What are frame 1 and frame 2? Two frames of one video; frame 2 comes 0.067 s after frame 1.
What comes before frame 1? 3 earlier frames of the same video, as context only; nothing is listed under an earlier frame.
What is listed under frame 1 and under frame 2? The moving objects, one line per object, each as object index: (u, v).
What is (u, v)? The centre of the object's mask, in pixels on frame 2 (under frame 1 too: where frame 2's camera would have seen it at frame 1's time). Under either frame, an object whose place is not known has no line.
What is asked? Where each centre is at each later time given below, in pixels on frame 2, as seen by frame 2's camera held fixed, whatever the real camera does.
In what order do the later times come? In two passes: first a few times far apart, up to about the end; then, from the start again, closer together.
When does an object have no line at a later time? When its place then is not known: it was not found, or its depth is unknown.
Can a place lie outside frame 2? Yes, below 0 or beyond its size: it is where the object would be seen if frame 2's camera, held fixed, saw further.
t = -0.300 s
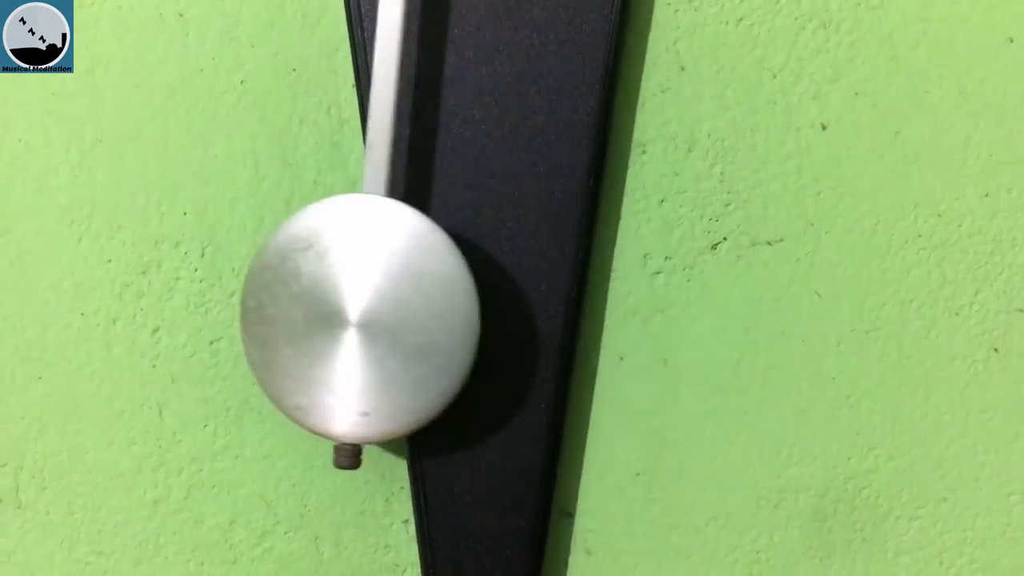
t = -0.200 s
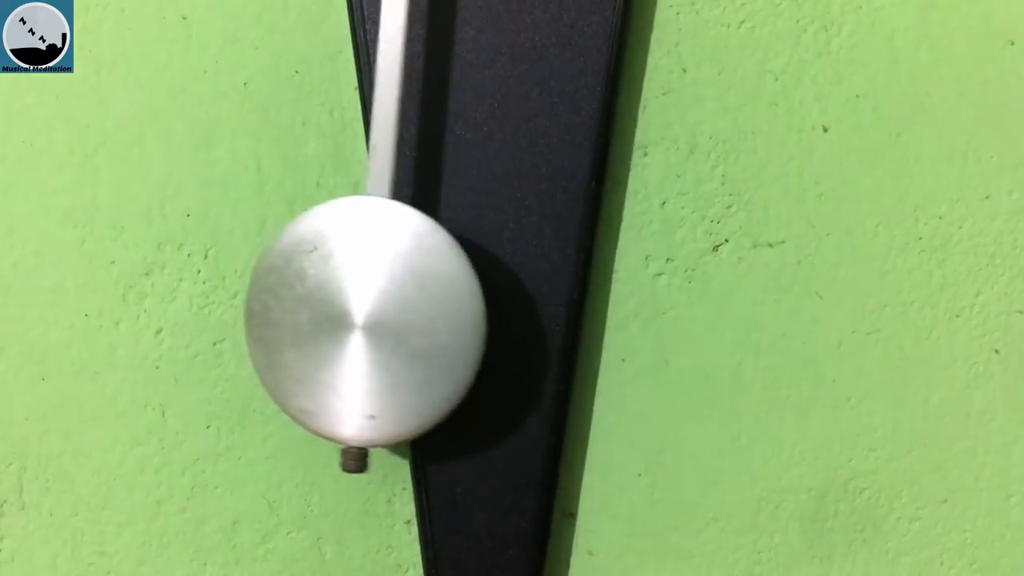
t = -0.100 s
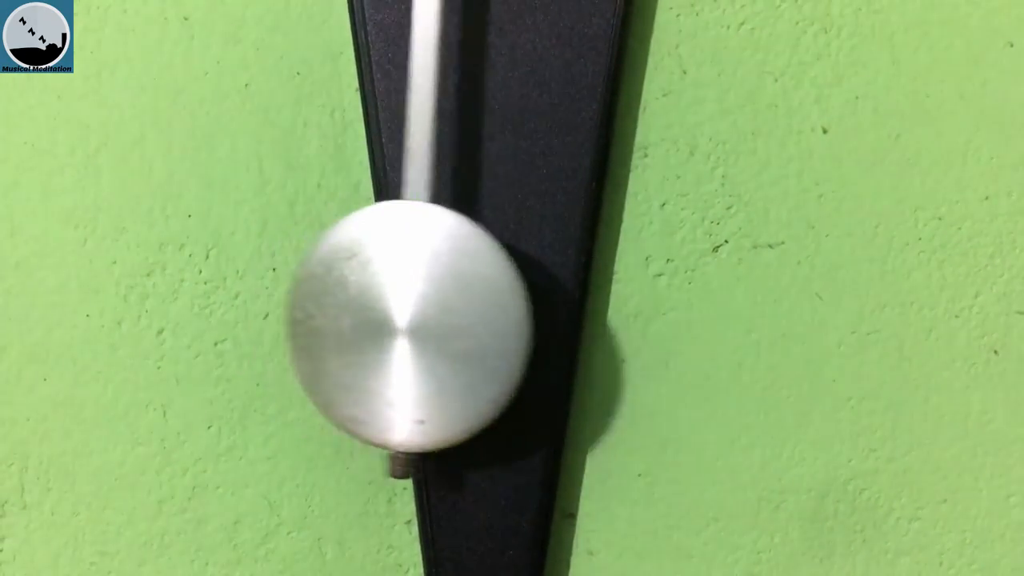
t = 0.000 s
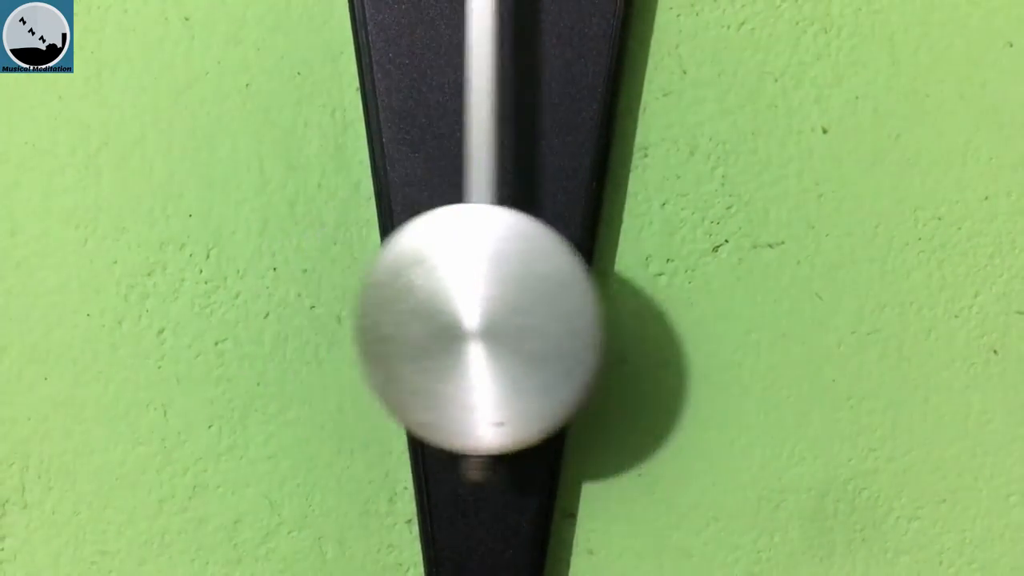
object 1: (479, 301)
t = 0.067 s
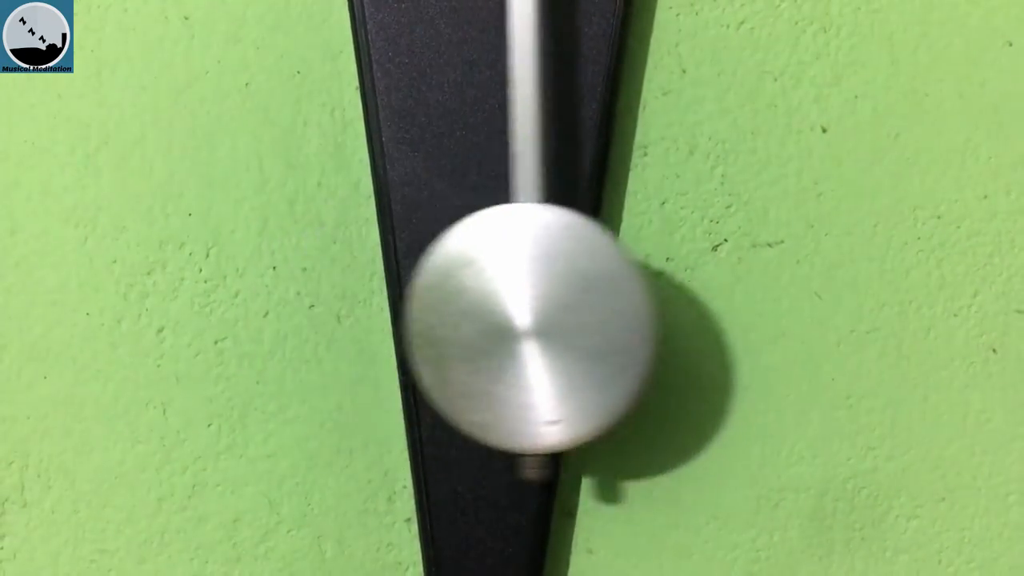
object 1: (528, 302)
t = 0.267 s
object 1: (642, 299)
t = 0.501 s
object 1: (590, 299)
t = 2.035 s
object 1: (373, 301)
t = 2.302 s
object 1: (450, 303)
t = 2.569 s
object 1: (623, 301)
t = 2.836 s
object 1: (597, 300)
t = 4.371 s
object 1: (388, 299)
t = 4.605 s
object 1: (427, 299)
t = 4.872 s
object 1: (591, 299)
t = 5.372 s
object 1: (474, 301)
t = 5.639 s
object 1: (378, 302)
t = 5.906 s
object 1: (501, 301)
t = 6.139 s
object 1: (625, 302)
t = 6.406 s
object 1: (567, 303)
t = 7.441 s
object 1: (628, 301)
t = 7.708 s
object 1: (489, 300)
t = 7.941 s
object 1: (380, 302)
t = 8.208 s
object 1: (467, 302)
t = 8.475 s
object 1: (621, 298)
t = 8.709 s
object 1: (597, 301)
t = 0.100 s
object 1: (554, 299)
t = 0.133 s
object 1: (577, 300)
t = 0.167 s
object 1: (598, 300)
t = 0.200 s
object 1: (616, 299)
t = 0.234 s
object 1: (631, 299)
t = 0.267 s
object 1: (642, 299)
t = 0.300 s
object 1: (648, 299)
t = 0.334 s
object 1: (649, 299)
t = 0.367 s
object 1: (645, 299)
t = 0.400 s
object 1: (638, 300)
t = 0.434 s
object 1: (625, 300)
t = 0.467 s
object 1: (609, 299)
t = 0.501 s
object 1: (590, 299)
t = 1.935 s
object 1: (412, 300)
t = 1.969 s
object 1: (395, 300)
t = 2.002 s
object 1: (382, 300)
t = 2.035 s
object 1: (373, 301)
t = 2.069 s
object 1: (368, 302)
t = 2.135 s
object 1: (372, 302)
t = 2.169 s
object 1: (380, 302)
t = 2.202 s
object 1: (392, 302)
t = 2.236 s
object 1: (409, 303)
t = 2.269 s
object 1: (428, 303)
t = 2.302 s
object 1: (450, 303)
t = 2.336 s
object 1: (472, 305)
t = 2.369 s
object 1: (496, 302)
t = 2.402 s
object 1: (520, 303)
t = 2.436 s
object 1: (545, 301)
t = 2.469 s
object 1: (567, 302)
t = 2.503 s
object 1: (588, 302)
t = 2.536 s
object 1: (607, 302)
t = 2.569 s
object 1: (623, 301)
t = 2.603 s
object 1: (634, 301)
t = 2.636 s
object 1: (642, 301)
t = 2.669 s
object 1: (645, 301)
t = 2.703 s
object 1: (644, 301)
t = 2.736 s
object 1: (638, 300)
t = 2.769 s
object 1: (628, 300)
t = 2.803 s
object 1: (614, 300)
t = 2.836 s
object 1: (597, 300)
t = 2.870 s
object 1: (578, 300)
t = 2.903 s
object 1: (557, 300)
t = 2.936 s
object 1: (534, 300)
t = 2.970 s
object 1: (511, 300)
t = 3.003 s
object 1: (488, 299)
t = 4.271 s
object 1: (430, 298)
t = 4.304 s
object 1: (412, 299)
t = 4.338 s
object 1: (398, 299)
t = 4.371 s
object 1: (388, 299)
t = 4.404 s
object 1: (381, 300)
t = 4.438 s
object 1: (379, 300)
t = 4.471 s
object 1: (381, 300)
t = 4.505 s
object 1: (387, 301)
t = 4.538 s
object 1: (397, 300)
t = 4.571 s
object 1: (411, 300)
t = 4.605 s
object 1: (427, 299)
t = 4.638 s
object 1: (447, 299)
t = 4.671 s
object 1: (468, 294)
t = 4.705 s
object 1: (489, 296)
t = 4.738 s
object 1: (510, 298)
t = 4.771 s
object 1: (532, 298)
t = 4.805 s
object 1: (553, 299)
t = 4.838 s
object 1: (573, 299)
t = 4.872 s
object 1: (591, 299)
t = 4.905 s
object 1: (606, 299)
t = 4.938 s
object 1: (619, 299)
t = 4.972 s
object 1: (627, 300)
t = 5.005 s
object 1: (632, 300)
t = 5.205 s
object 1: (581, 300)
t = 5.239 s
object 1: (561, 301)
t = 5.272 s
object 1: (540, 301)
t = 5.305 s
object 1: (518, 302)
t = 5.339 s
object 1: (496, 301)
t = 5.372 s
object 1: (474, 301)
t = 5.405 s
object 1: (453, 301)
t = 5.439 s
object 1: (432, 302)
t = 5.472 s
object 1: (415, 302)
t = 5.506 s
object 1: (400, 302)
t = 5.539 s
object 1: (388, 301)
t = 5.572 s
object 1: (380, 302)
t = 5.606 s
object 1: (377, 302)
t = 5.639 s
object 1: (378, 302)
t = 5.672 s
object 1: (382, 302)
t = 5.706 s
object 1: (391, 302)
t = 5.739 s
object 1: (403, 302)
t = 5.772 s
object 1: (419, 302)
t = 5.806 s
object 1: (437, 302)
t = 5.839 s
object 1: (458, 302)
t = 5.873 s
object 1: (479, 302)
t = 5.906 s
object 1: (501, 301)
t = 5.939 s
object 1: (523, 302)
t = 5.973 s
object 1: (545, 302)
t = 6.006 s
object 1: (566, 302)
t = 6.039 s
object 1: (584, 302)
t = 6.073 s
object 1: (601, 302)
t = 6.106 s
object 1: (615, 301)
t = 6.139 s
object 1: (625, 302)
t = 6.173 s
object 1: (631, 302)
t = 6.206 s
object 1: (633, 302)
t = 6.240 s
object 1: (631, 303)
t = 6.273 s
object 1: (626, 303)
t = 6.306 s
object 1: (615, 302)
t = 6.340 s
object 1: (602, 303)
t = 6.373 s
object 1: (585, 302)
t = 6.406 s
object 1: (567, 303)
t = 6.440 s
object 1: (546, 303)
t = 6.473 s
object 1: (525, 302)
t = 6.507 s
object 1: (504, 302)
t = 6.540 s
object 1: (482, 301)
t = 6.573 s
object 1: (462, 301)
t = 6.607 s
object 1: (442, 300)
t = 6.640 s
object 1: (424, 299)
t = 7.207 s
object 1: (581, 303)
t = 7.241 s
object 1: (598, 303)
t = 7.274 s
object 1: (612, 303)
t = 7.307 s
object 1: (623, 302)
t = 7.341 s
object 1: (631, 302)
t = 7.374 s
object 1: (634, 301)
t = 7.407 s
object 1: (633, 301)
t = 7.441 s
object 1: (628, 301)
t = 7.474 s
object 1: (619, 301)
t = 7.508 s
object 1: (607, 300)
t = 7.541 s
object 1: (592, 300)
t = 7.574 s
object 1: (574, 300)
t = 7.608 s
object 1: (554, 301)
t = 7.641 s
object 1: (532, 301)
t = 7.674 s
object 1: (511, 300)
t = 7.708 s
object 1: (489, 300)
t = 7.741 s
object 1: (467, 299)
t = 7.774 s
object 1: (447, 300)
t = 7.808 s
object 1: (428, 300)
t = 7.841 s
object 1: (411, 300)
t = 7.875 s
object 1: (397, 301)
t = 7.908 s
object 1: (387, 302)
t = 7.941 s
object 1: (380, 302)
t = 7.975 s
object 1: (378, 302)
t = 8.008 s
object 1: (380, 302)
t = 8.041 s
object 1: (386, 302)
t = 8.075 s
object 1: (396, 302)
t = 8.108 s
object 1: (410, 303)
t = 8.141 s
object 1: (426, 302)
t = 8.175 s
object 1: (446, 303)
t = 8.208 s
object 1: (467, 302)
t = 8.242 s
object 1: (489, 300)
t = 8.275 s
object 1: (511, 302)
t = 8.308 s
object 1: (533, 301)
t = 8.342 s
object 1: (555, 300)
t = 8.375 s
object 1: (575, 300)
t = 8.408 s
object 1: (593, 299)
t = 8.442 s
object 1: (608, 299)
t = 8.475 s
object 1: (621, 298)
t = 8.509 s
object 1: (629, 299)
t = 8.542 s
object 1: (634, 299)
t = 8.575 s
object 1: (634, 300)
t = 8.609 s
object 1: (631, 301)
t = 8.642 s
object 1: (623, 301)
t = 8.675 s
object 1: (612, 301)
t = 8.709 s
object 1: (597, 301)
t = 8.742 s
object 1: (579, 302)
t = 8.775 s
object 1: (559, 302)
